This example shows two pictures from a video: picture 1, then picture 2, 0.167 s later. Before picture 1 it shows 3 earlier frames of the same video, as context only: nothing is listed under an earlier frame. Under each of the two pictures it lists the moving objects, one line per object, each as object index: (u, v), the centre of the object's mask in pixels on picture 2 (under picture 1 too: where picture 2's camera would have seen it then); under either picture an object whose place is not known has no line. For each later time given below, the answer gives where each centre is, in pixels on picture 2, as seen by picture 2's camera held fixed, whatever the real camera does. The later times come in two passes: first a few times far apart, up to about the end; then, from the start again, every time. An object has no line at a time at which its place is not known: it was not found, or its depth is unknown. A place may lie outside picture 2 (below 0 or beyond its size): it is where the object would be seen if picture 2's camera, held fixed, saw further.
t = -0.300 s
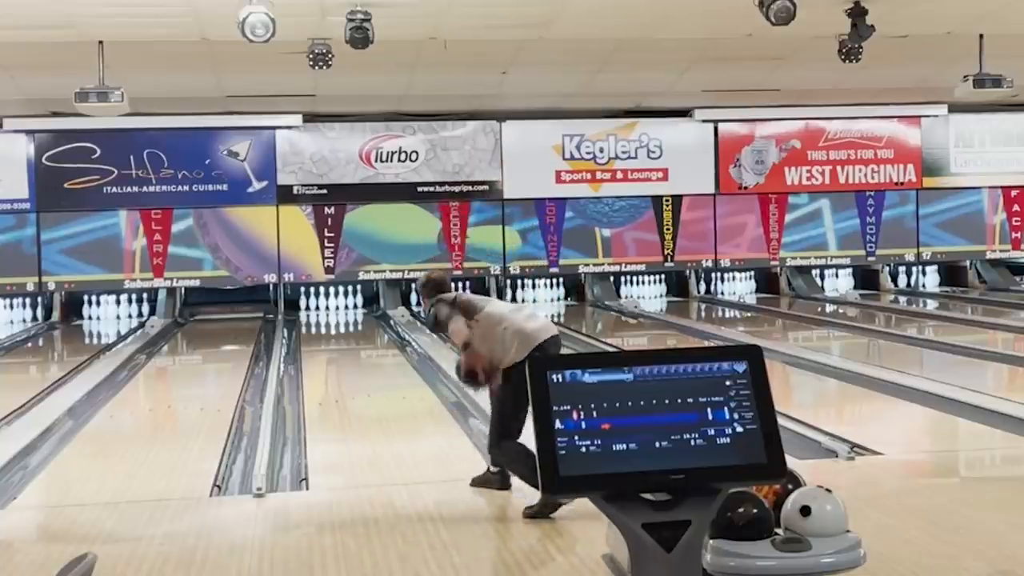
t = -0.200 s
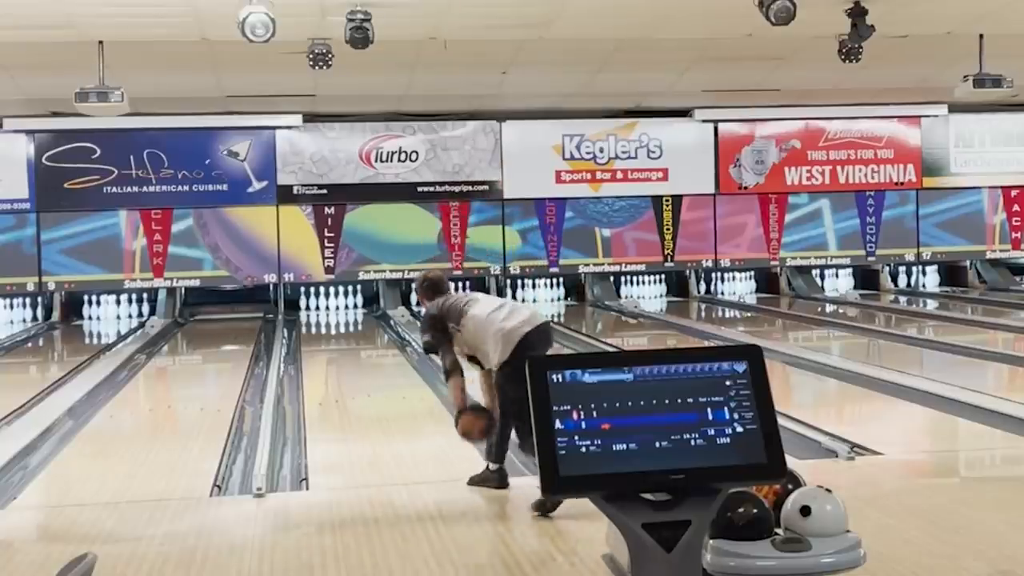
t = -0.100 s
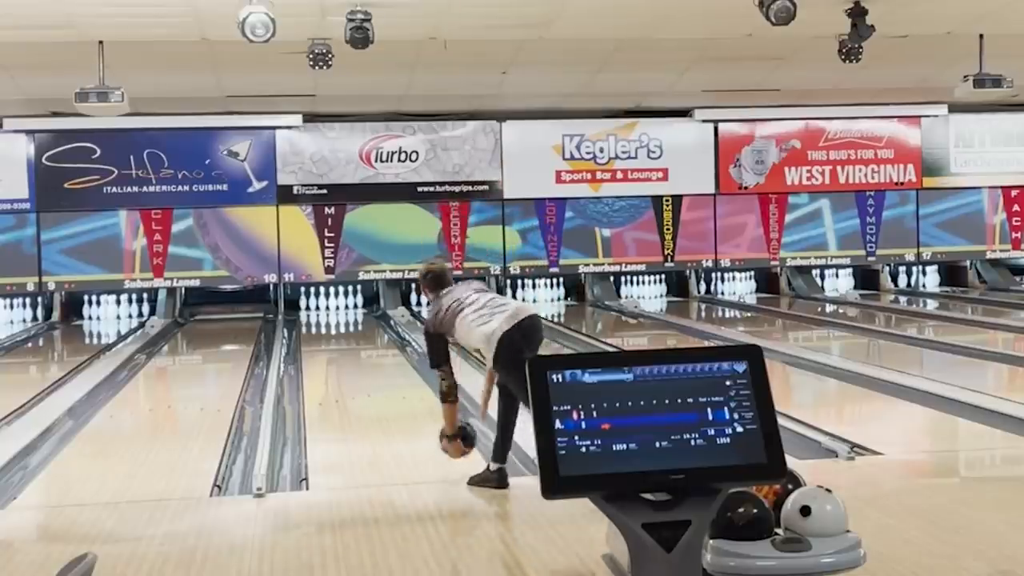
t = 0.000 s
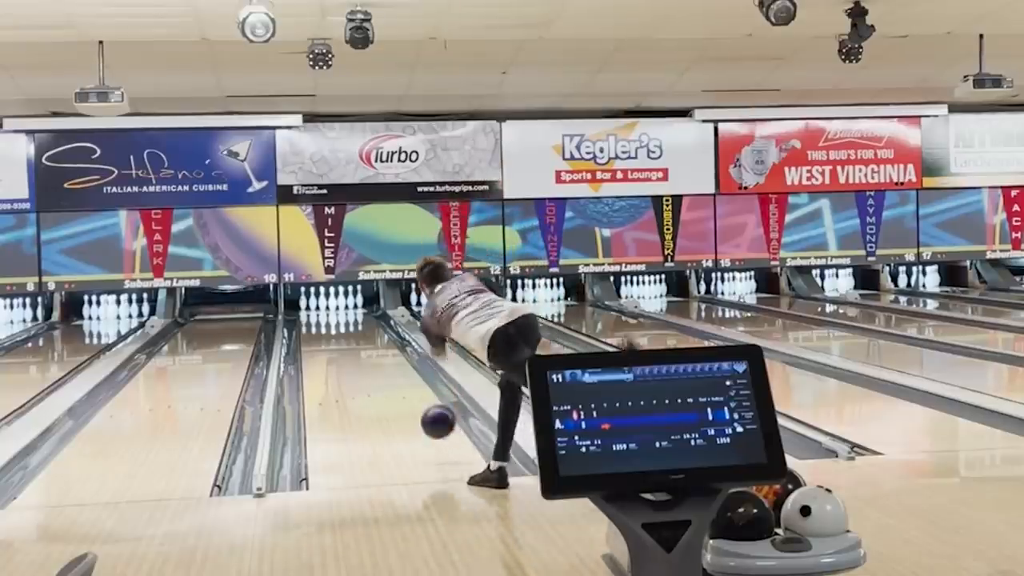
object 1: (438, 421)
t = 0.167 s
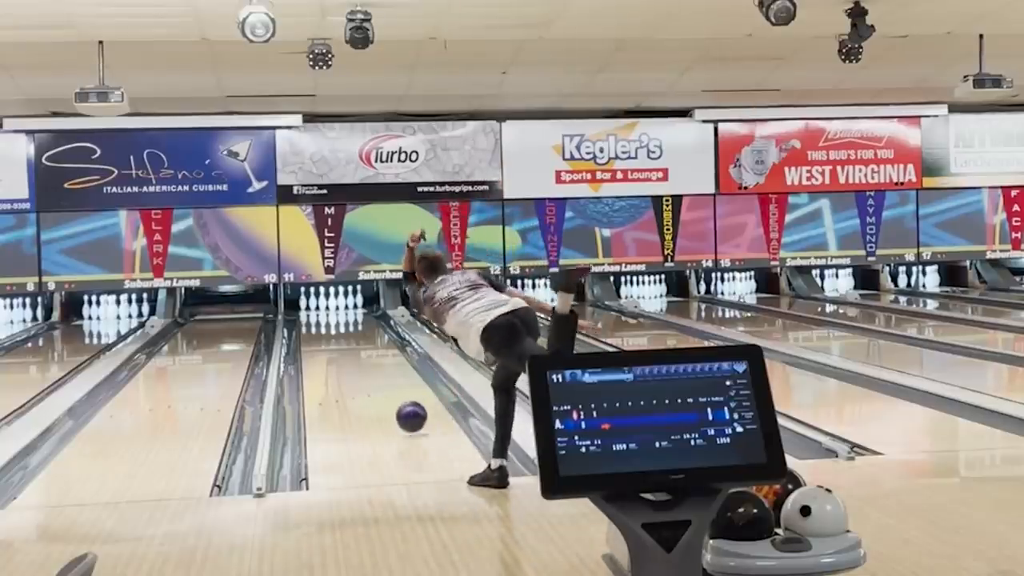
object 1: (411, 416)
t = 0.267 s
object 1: (398, 408)
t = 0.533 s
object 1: (370, 381)
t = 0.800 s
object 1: (349, 362)
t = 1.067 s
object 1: (334, 347)
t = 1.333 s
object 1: (323, 335)
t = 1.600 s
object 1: (316, 325)
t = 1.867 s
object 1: (315, 317)
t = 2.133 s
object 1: (320, 310)
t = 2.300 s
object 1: (326, 306)
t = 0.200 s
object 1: (407, 416)
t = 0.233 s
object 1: (402, 411)
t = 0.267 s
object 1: (398, 408)
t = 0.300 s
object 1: (394, 404)
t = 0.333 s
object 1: (390, 400)
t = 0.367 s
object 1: (386, 396)
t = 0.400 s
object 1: (382, 393)
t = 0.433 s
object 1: (379, 390)
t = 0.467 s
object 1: (376, 387)
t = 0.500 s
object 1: (373, 383)
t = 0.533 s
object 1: (370, 381)
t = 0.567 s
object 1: (367, 378)
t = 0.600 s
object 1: (364, 376)
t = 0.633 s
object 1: (361, 373)
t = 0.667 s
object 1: (359, 371)
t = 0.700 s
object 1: (356, 369)
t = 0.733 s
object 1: (354, 366)
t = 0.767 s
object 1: (351, 364)
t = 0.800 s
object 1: (349, 362)
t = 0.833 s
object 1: (347, 360)
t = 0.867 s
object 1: (345, 358)
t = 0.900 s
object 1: (343, 356)
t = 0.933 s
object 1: (341, 354)
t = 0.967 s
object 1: (339, 352)
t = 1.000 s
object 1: (337, 350)
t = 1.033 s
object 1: (336, 349)
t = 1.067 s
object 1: (334, 347)
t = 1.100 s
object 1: (332, 345)
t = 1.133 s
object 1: (331, 344)
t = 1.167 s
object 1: (329, 342)
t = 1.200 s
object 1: (328, 341)
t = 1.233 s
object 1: (326, 339)
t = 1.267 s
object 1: (325, 338)
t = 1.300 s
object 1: (324, 336)
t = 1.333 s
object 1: (323, 335)
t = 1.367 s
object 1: (322, 334)
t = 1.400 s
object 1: (321, 332)
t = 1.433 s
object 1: (320, 331)
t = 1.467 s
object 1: (319, 330)
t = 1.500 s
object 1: (318, 328)
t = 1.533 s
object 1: (317, 327)
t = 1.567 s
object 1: (317, 326)
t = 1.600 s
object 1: (316, 325)
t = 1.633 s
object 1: (316, 324)
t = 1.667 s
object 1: (315, 322)
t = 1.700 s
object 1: (315, 322)
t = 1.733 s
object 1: (315, 320)
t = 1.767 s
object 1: (315, 320)
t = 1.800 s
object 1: (315, 319)
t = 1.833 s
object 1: (315, 318)
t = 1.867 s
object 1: (315, 317)
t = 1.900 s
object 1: (315, 316)
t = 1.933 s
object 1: (316, 315)
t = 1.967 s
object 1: (317, 314)
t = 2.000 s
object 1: (317, 313)
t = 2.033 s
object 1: (318, 312)
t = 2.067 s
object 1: (318, 311)
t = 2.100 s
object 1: (319, 311)
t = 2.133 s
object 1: (320, 310)
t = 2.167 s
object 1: (321, 309)
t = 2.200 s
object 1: (322, 308)
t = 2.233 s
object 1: (323, 308)
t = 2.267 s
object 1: (323, 307)
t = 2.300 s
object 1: (326, 306)
